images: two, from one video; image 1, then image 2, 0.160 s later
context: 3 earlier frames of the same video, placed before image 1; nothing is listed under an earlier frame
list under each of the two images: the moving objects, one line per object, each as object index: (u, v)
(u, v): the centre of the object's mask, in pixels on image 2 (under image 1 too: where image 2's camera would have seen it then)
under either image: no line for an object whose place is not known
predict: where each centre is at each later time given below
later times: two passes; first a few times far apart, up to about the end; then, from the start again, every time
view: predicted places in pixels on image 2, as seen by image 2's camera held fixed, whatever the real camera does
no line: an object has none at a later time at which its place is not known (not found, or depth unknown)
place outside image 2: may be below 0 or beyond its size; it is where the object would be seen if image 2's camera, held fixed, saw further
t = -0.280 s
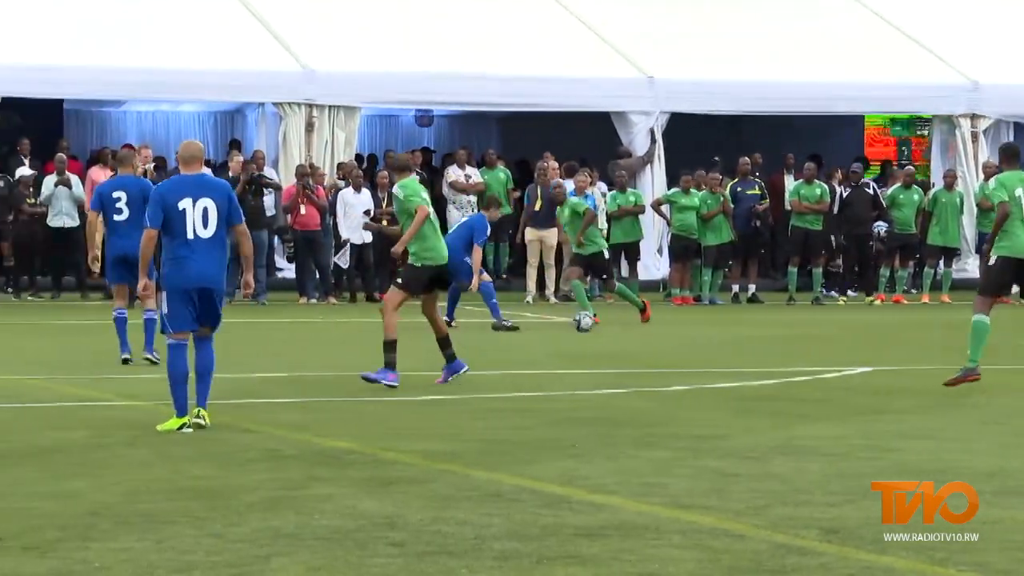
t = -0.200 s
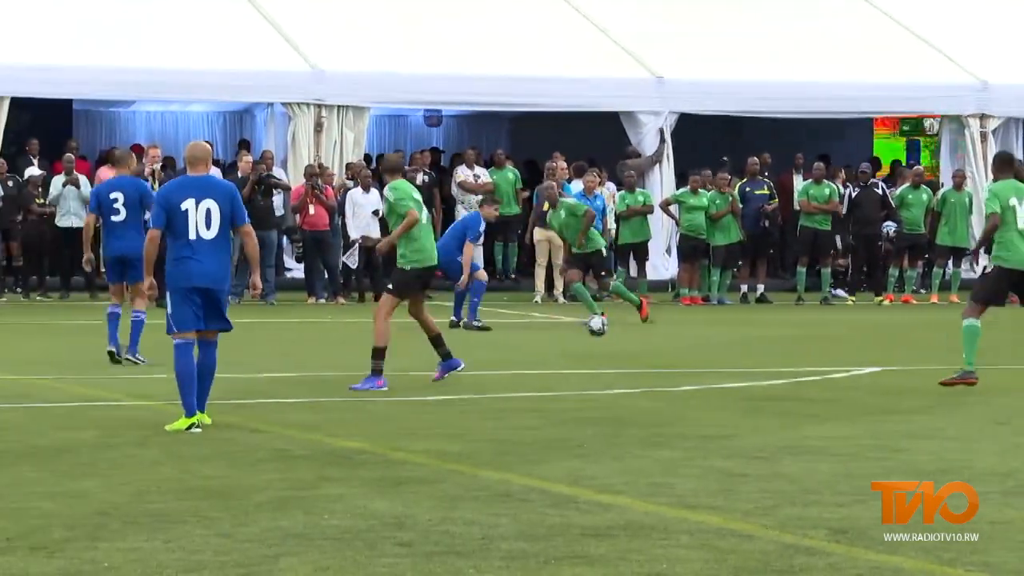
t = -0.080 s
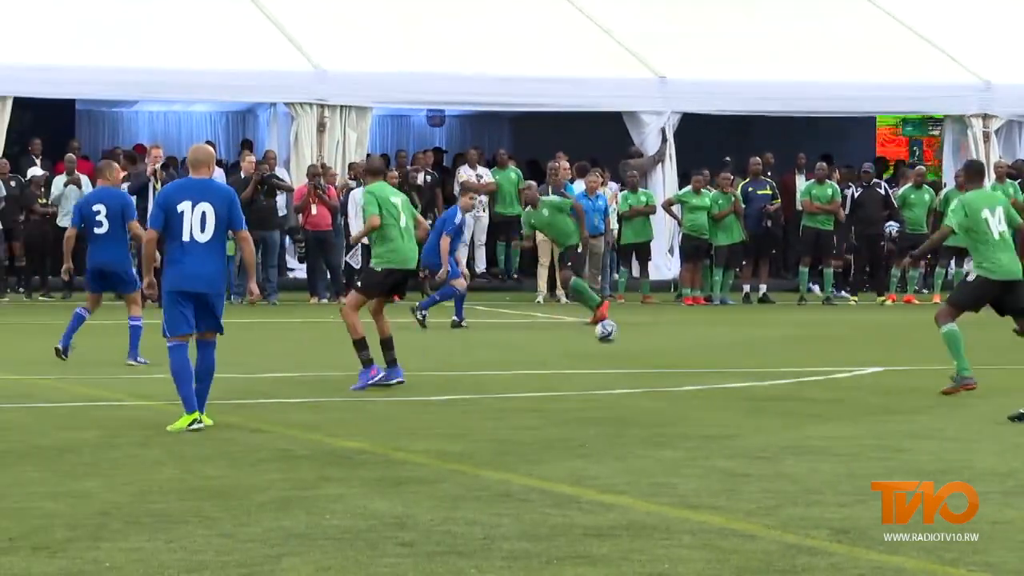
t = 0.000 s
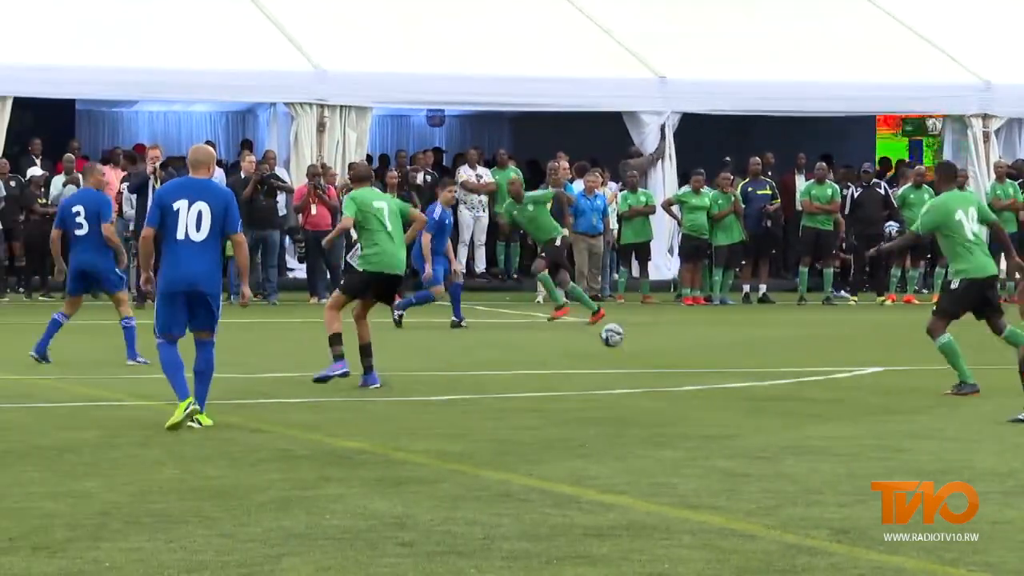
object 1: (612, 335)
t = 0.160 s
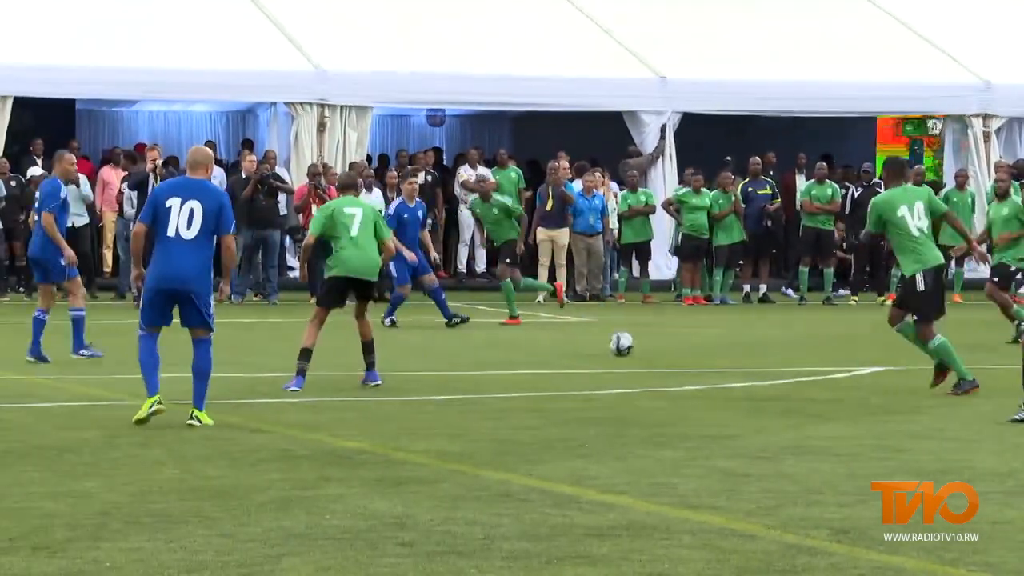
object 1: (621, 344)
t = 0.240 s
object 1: (626, 348)
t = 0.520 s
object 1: (641, 364)
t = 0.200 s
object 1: (623, 346)
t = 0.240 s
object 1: (626, 348)
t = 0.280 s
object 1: (628, 350)
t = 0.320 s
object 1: (631, 352)
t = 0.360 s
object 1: (632, 355)
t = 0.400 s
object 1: (635, 357)
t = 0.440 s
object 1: (637, 359)
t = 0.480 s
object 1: (639, 361)
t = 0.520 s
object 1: (641, 364)
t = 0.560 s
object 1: (643, 365)
